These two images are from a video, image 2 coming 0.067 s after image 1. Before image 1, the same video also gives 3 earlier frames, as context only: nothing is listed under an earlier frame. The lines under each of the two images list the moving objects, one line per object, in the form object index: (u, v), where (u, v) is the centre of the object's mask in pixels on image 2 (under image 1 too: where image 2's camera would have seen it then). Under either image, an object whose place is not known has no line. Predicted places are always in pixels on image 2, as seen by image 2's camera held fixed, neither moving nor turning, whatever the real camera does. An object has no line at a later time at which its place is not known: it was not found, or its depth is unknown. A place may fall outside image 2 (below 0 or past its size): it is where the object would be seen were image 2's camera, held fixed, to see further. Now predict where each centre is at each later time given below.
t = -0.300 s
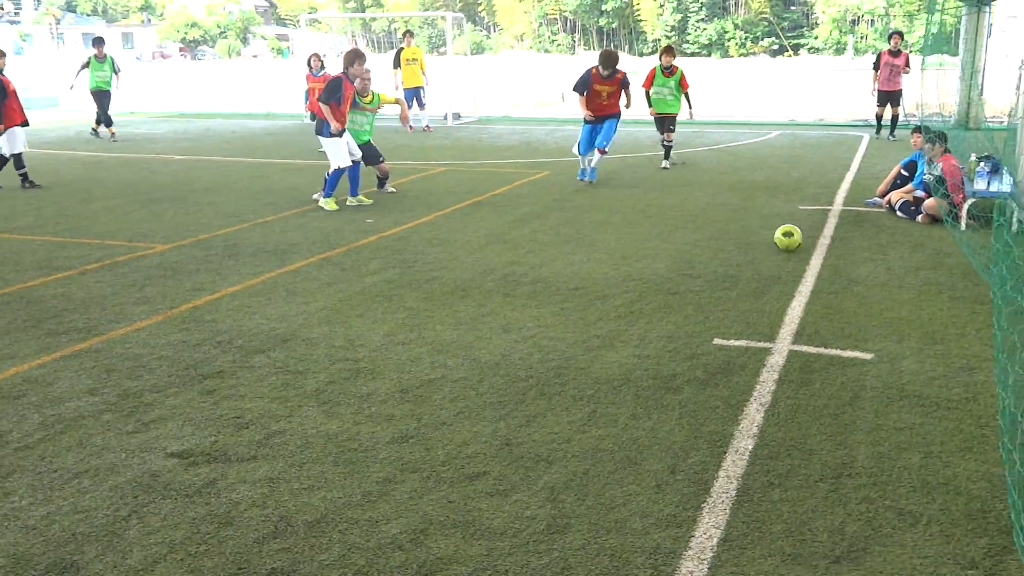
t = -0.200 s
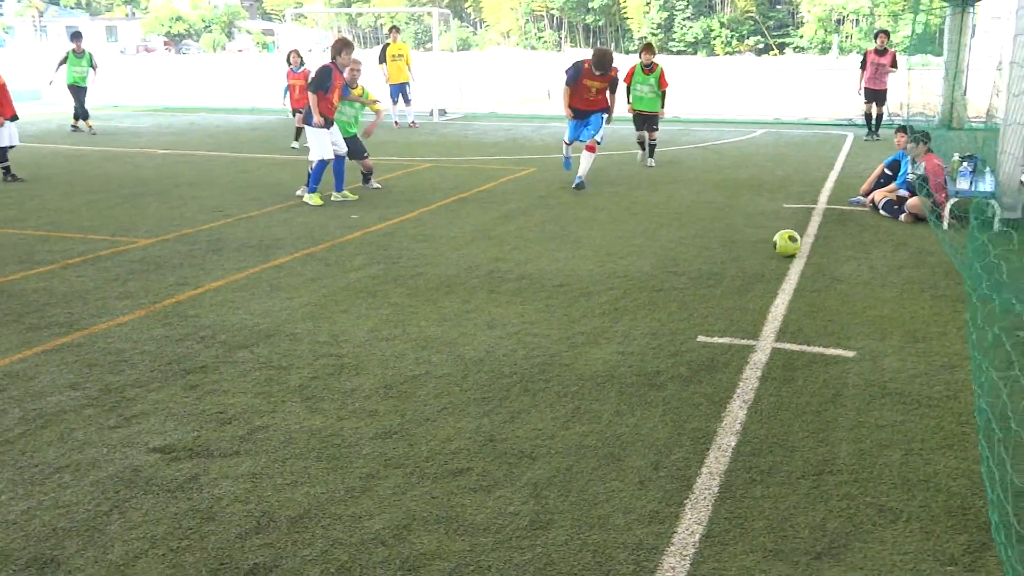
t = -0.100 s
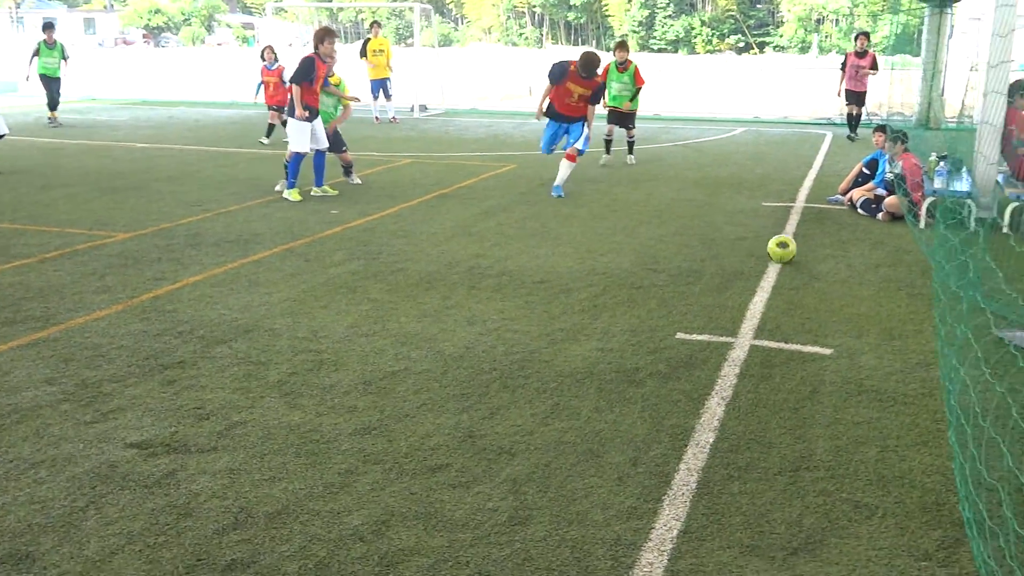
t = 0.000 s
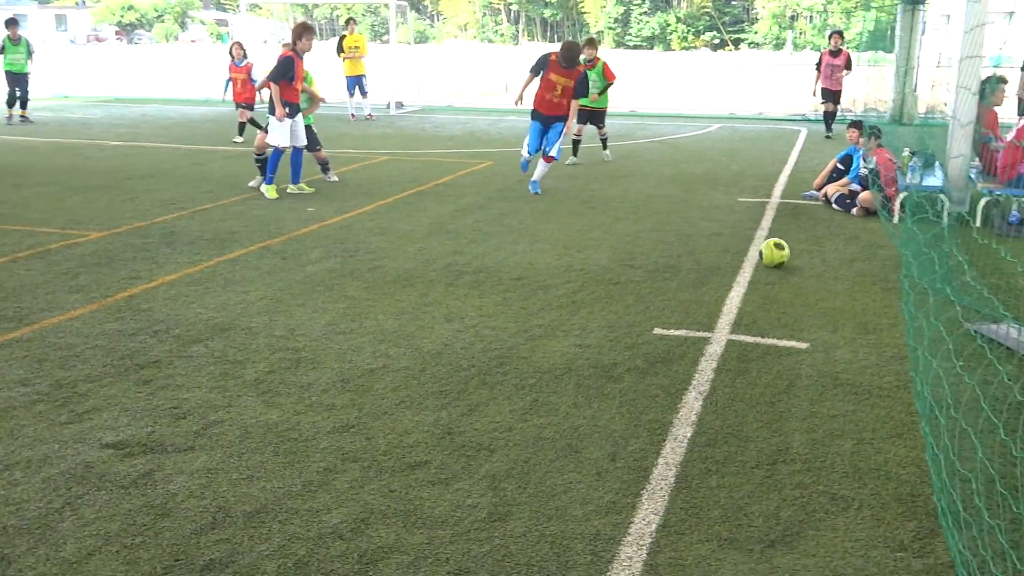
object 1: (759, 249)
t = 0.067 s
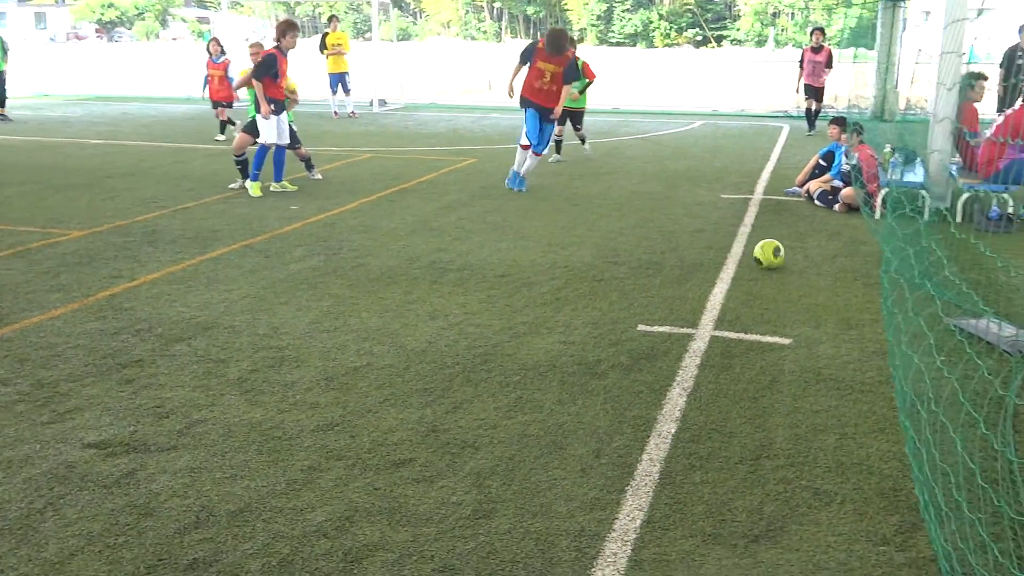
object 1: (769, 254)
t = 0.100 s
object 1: (774, 257)
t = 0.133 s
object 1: (779, 260)
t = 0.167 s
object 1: (784, 262)
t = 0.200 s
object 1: (789, 265)
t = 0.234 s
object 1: (795, 268)
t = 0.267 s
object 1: (801, 272)
